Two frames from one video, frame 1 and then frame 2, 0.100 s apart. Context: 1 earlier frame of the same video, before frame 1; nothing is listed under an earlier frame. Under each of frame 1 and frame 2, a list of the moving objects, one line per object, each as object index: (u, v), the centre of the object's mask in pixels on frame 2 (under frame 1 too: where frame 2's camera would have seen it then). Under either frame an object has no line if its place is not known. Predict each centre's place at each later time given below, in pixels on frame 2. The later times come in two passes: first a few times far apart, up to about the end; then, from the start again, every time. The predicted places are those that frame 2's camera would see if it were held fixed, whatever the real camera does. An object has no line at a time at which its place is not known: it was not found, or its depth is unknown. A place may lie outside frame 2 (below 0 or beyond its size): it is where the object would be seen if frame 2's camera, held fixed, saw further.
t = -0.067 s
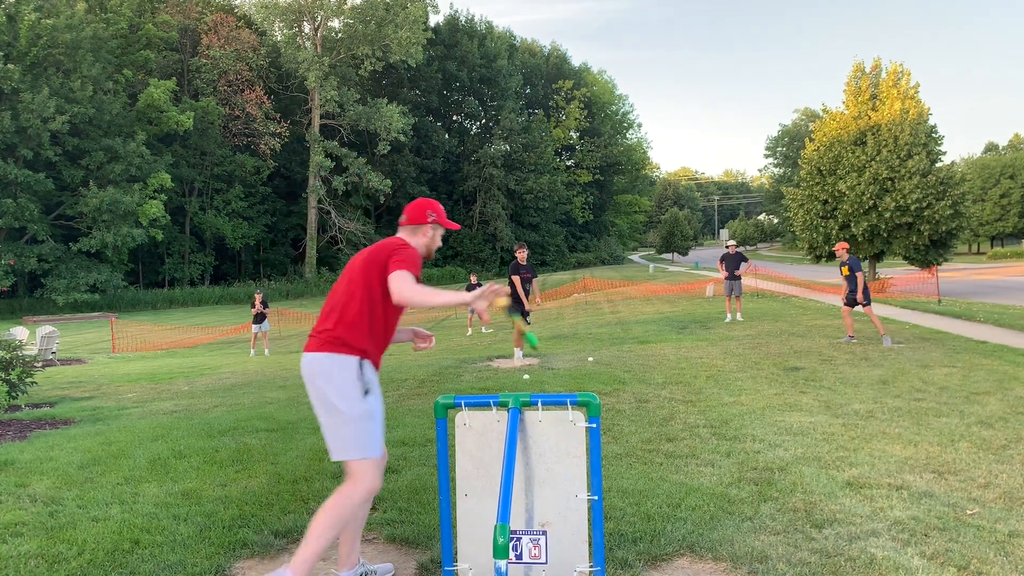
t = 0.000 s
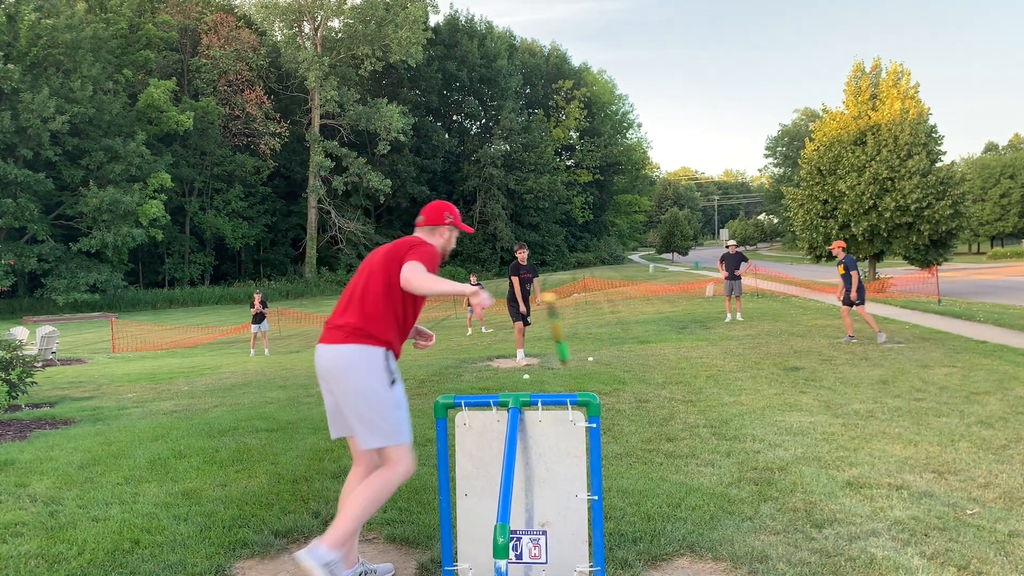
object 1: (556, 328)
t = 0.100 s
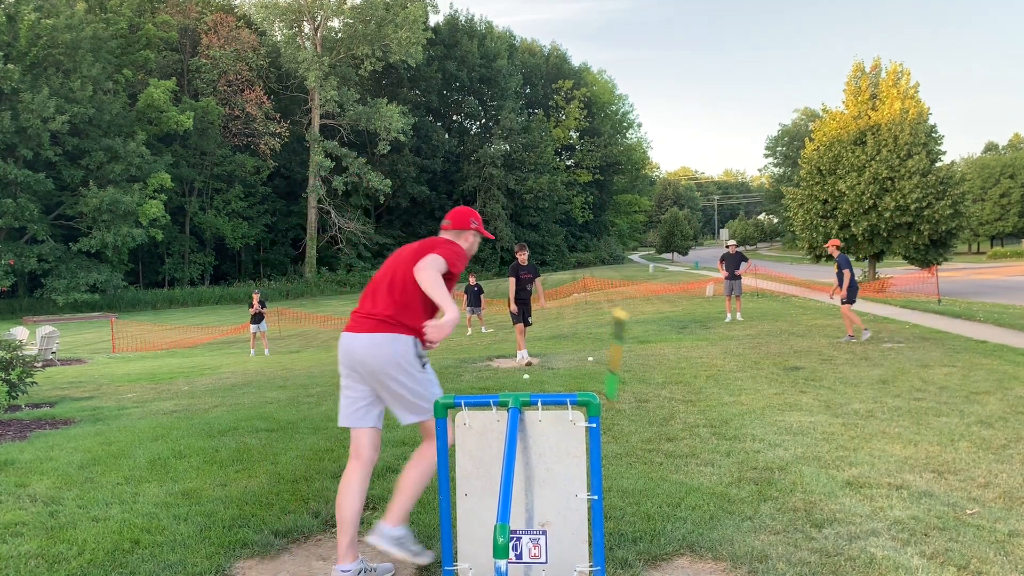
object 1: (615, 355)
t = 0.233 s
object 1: (694, 438)
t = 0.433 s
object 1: (764, 561)
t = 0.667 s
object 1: (825, 556)
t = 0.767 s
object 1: (824, 567)
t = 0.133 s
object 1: (635, 370)
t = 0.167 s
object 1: (654, 389)
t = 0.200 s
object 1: (675, 410)
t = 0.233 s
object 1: (694, 438)
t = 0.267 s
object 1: (707, 480)
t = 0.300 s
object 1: (727, 510)
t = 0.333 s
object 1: (749, 536)
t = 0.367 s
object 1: (768, 548)
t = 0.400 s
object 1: (781, 560)
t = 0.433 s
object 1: (764, 561)
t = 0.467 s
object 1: (767, 559)
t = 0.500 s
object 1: (776, 566)
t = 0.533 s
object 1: (838, 571)
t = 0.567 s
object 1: (853, 562)
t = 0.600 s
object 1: (835, 560)
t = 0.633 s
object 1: (827, 557)
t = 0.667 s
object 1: (825, 556)
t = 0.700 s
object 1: (823, 557)
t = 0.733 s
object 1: (823, 561)
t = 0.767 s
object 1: (824, 567)
